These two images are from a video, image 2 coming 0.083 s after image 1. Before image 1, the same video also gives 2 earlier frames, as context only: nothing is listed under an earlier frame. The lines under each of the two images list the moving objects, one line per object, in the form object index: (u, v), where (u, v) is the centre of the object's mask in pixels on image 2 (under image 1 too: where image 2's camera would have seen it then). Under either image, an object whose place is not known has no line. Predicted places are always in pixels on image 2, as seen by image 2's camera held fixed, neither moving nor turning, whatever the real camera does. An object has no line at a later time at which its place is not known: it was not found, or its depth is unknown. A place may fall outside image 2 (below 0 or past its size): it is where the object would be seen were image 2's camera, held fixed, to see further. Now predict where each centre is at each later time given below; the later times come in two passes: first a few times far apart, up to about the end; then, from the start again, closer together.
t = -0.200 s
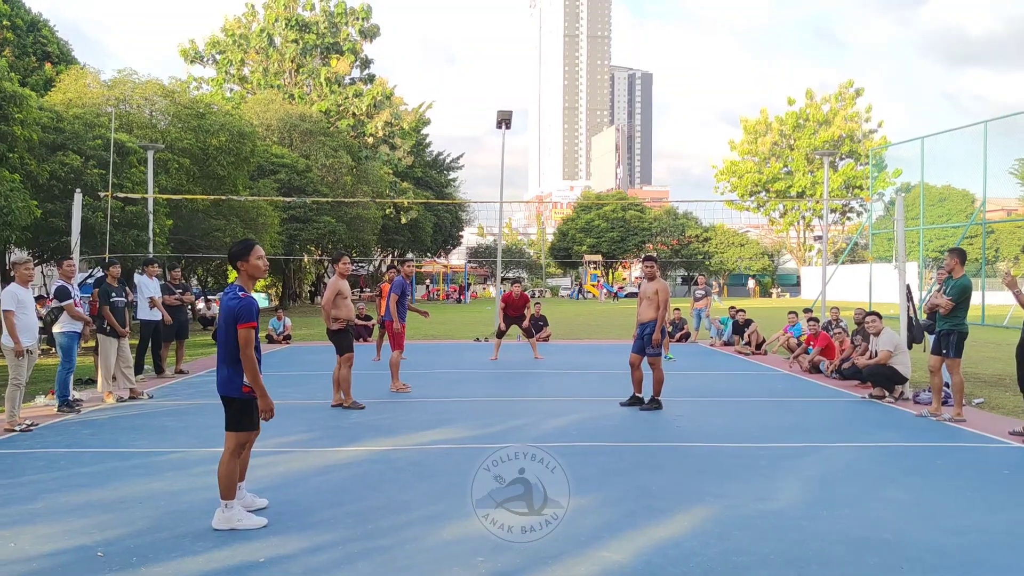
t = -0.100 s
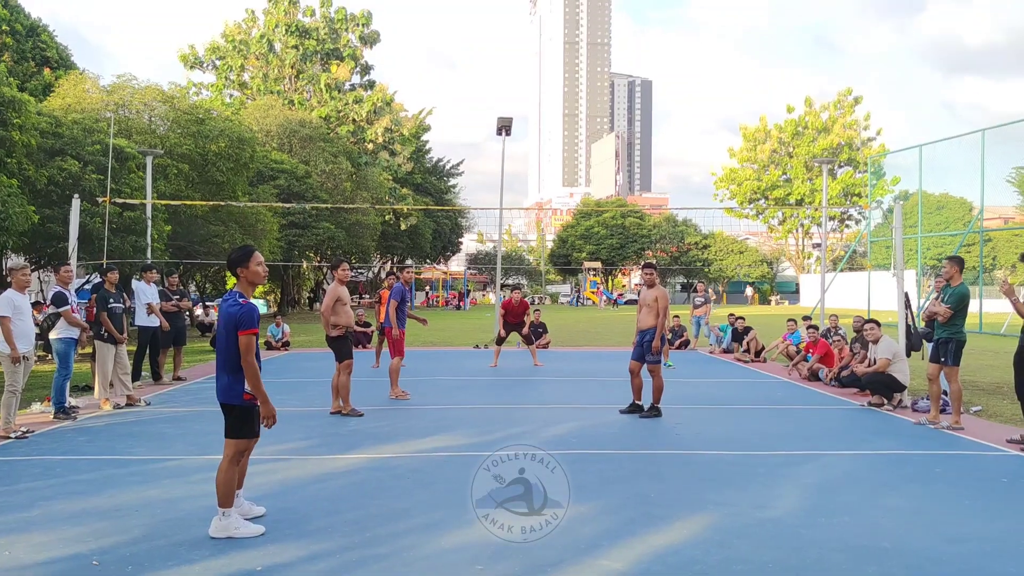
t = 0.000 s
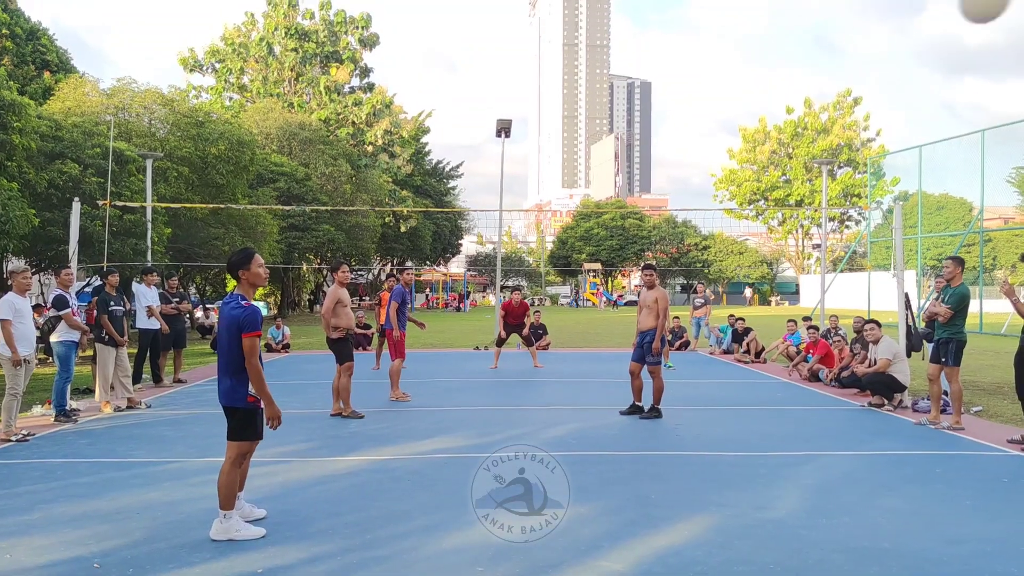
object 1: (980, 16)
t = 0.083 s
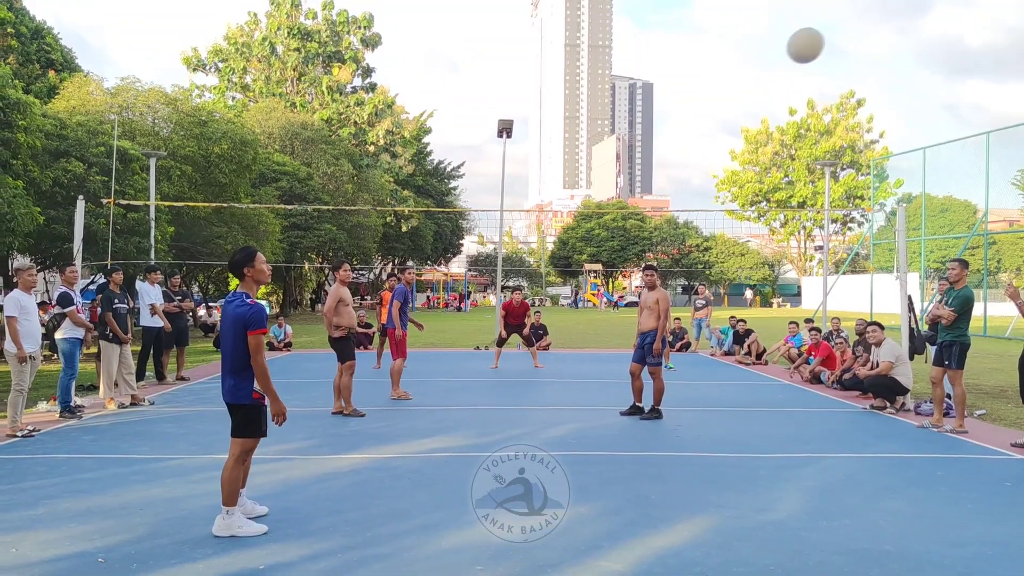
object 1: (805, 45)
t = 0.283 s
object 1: (590, 126)
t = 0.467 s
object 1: (495, 188)
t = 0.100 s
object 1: (779, 52)
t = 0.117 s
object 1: (755, 60)
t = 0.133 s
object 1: (732, 68)
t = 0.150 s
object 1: (711, 76)
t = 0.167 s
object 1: (691, 84)
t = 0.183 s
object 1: (673, 91)
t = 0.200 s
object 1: (657, 96)
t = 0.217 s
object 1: (642, 102)
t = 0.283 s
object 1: (590, 126)
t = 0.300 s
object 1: (579, 131)
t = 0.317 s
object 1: (569, 138)
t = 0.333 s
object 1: (559, 143)
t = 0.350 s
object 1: (550, 149)
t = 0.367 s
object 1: (541, 154)
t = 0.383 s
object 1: (532, 160)
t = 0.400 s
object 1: (523, 165)
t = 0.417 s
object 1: (517, 170)
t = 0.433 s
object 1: (509, 176)
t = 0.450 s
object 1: (502, 182)
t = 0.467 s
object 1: (495, 188)
